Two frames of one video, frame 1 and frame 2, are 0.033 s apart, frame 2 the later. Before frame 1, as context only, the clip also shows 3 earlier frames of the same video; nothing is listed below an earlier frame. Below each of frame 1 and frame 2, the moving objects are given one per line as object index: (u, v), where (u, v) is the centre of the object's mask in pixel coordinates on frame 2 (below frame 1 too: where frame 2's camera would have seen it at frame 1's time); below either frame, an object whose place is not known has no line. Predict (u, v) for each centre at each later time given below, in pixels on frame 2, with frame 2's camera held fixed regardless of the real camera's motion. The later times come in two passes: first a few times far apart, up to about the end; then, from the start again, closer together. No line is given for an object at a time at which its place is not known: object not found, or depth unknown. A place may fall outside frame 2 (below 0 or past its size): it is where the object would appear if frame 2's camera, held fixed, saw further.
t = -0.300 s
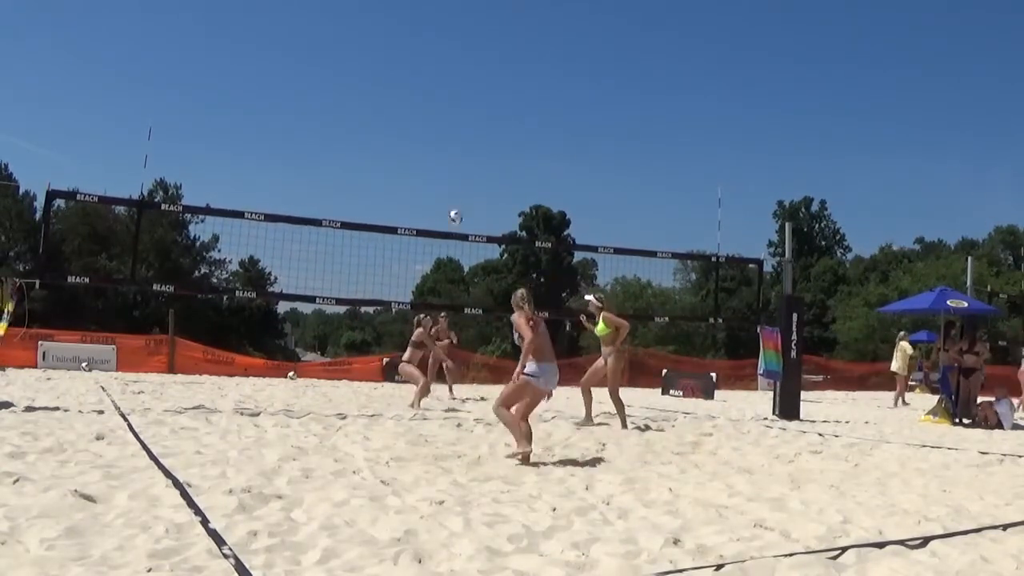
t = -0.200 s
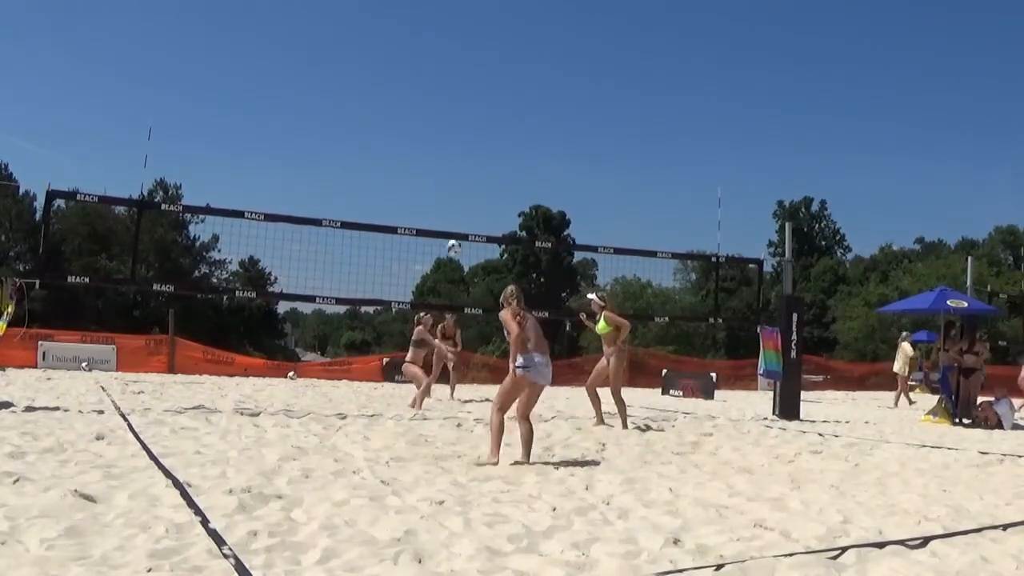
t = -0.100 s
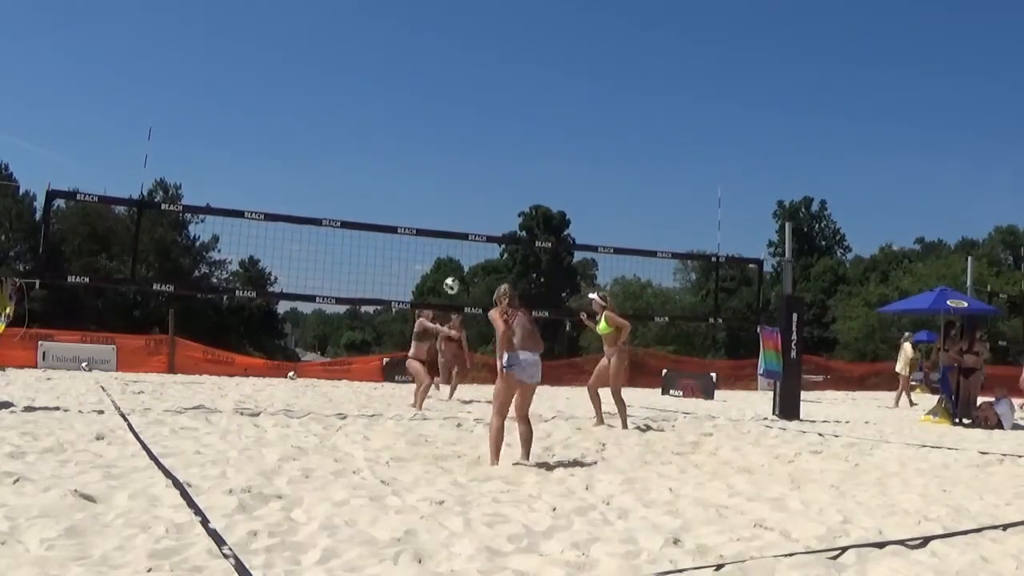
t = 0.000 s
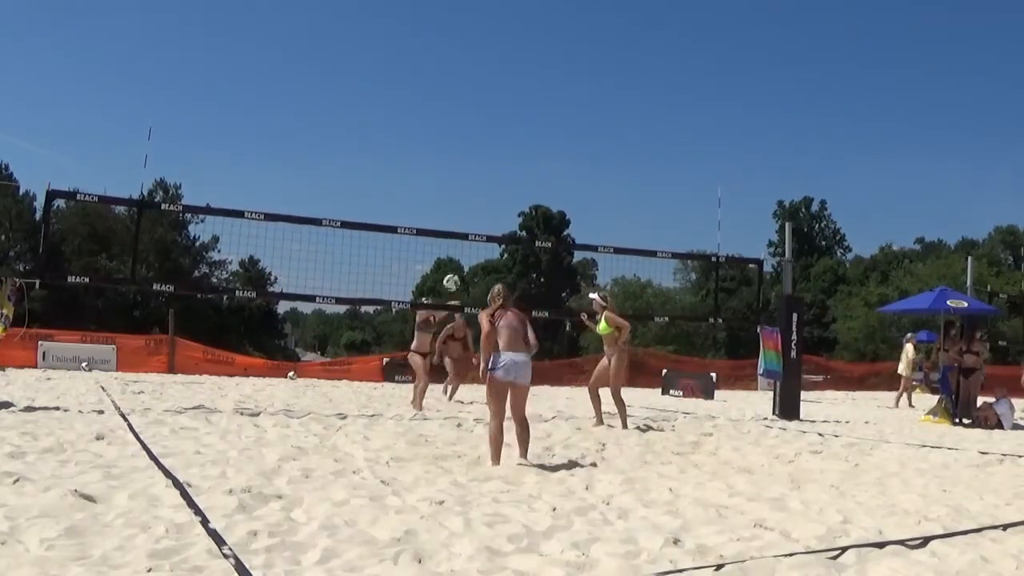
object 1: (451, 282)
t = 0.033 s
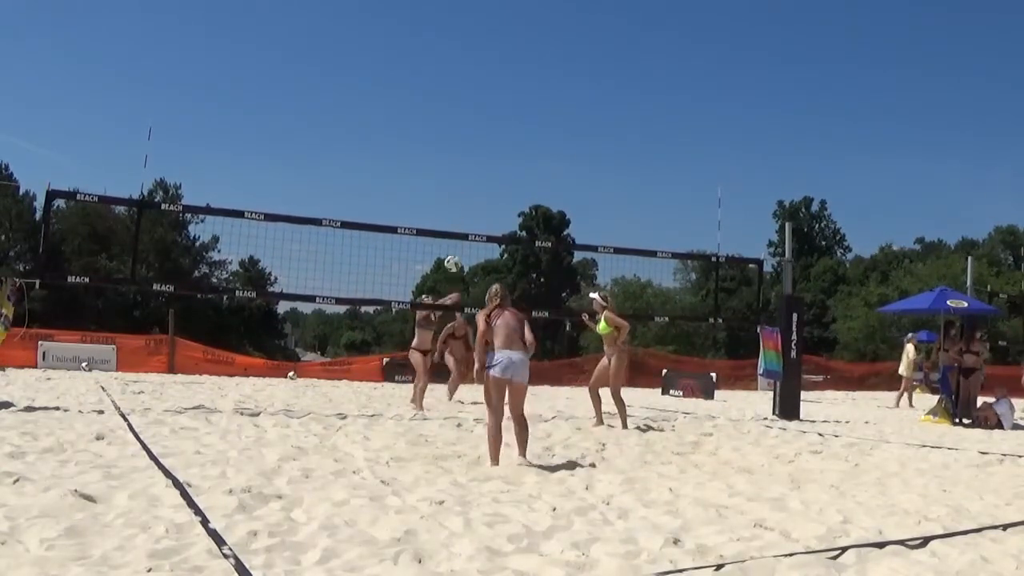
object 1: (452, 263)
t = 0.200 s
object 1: (456, 182)
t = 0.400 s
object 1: (460, 117)
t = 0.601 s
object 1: (463, 83)
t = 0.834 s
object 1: (464, 78)
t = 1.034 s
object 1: (465, 103)
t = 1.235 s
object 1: (462, 155)
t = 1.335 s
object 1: (461, 191)
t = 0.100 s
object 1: (455, 226)
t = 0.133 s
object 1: (455, 212)
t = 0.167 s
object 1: (456, 196)
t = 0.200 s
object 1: (456, 182)
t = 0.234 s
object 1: (457, 169)
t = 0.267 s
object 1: (458, 157)
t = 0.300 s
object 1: (459, 145)
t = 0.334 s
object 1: (459, 135)
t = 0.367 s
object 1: (460, 126)
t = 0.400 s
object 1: (460, 117)
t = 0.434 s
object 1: (461, 109)
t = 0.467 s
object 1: (462, 102)
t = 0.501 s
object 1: (462, 96)
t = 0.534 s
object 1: (462, 91)
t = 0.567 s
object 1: (462, 86)
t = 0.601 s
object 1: (463, 83)
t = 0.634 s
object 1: (463, 80)
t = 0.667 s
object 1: (463, 78)
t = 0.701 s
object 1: (463, 76)
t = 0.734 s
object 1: (464, 76)
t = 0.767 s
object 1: (464, 76)
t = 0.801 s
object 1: (464, 77)
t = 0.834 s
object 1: (464, 78)
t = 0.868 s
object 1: (464, 80)
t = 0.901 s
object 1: (464, 83)
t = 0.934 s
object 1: (465, 87)
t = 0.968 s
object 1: (465, 92)
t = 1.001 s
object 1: (465, 97)
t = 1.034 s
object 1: (465, 103)
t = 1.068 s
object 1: (464, 110)
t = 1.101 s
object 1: (464, 117)
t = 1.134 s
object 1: (464, 125)
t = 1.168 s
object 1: (464, 134)
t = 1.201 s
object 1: (463, 144)
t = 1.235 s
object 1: (462, 155)
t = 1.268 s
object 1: (462, 166)
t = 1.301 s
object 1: (462, 178)
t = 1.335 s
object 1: (461, 191)
